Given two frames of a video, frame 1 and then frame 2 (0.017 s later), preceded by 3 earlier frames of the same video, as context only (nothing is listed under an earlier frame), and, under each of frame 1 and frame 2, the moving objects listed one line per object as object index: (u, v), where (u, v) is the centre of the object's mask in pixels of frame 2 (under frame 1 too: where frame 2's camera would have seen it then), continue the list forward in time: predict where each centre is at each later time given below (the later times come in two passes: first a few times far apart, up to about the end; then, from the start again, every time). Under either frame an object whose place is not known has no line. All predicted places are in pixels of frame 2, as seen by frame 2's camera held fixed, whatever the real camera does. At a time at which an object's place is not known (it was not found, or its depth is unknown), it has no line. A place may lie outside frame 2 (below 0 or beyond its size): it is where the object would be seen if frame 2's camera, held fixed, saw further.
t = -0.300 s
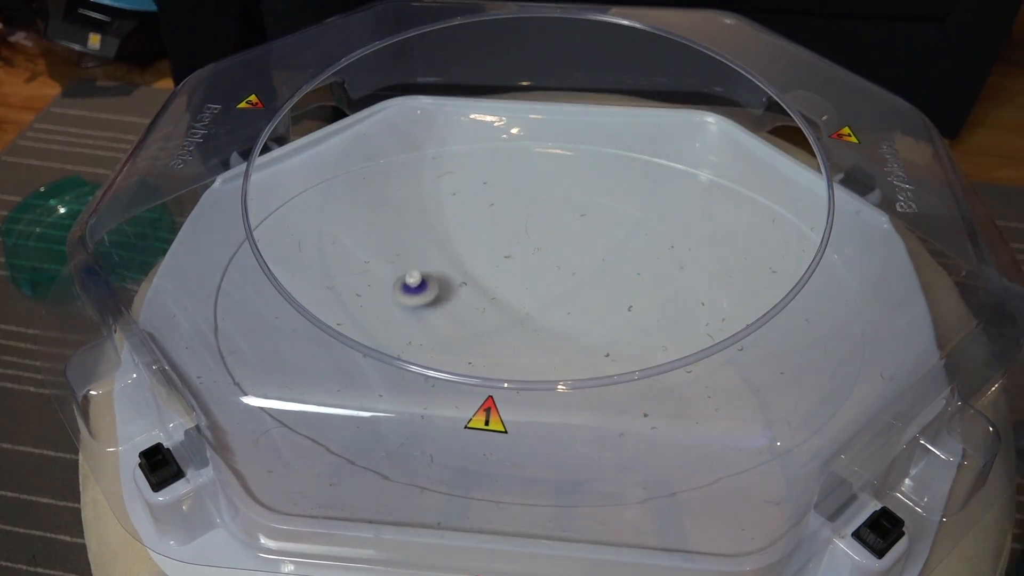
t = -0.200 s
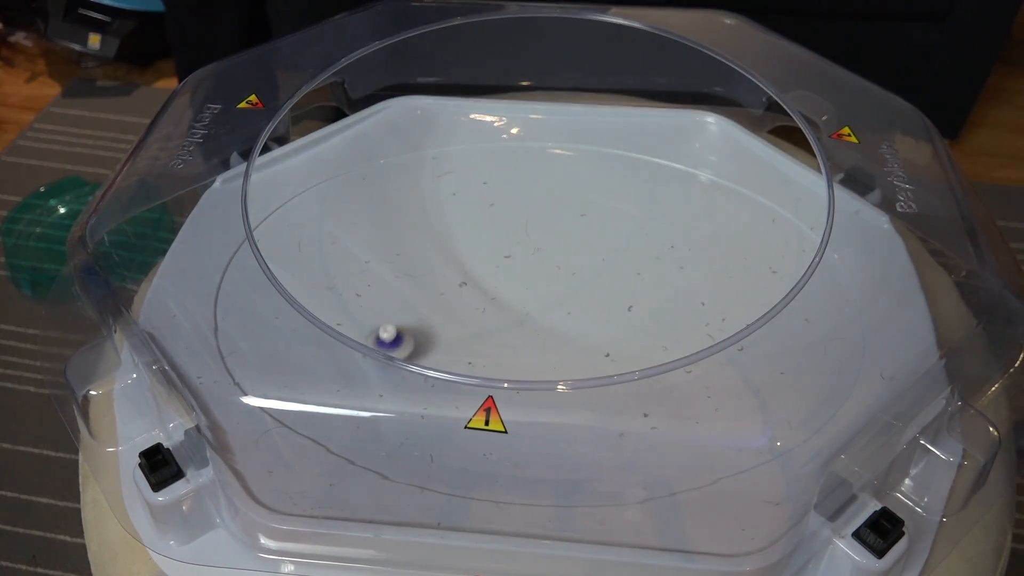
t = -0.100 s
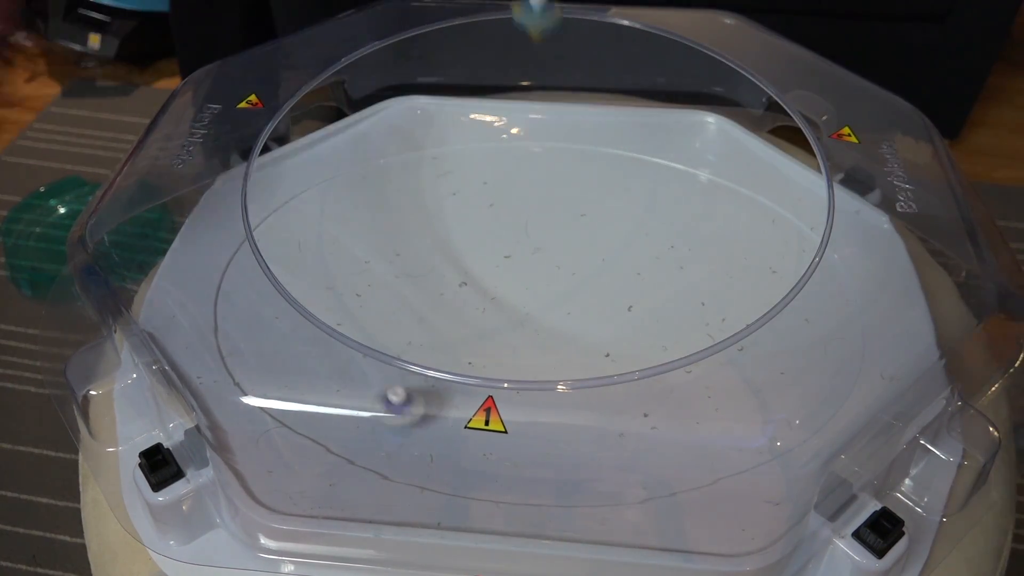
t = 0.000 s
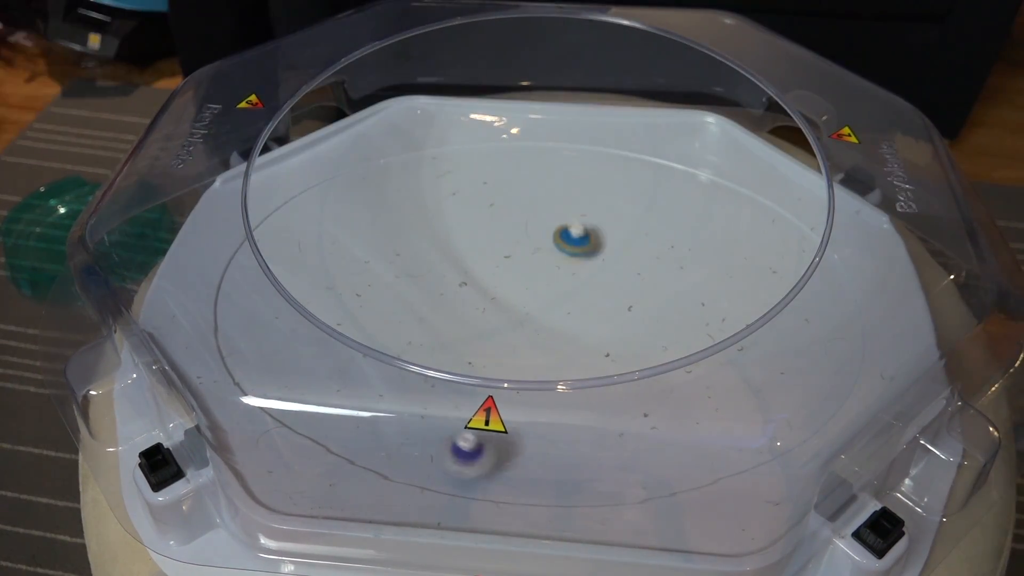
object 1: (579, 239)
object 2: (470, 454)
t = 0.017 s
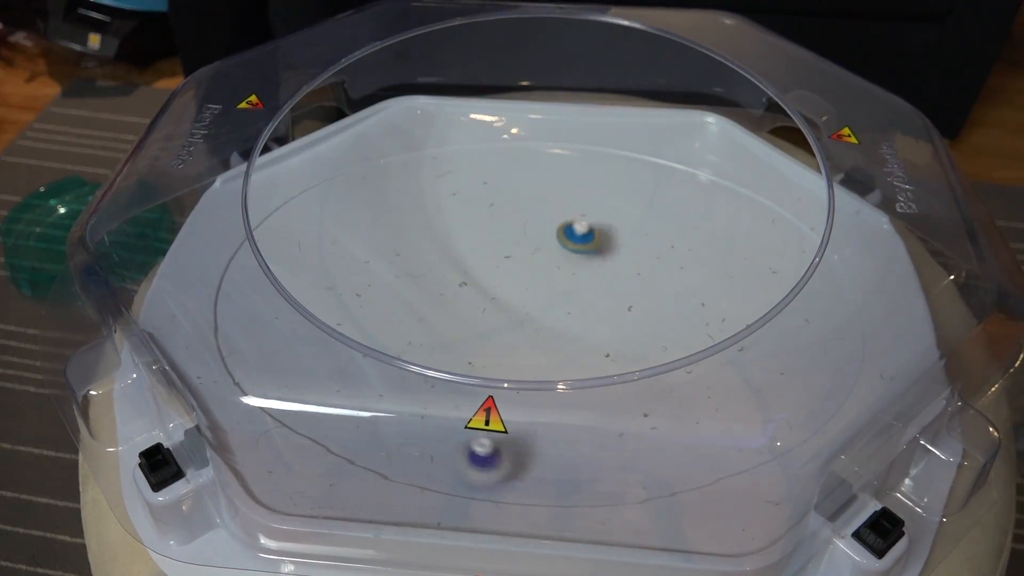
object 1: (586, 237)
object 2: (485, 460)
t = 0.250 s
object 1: (607, 354)
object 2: (690, 393)
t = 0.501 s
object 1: (602, 390)
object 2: (609, 234)
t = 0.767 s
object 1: (614, 281)
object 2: (363, 189)
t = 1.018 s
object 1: (456, 223)
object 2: (221, 294)
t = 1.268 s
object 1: (369, 326)
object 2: (400, 396)
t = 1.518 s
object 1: (567, 371)
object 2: (648, 316)
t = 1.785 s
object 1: (648, 252)
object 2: (608, 179)
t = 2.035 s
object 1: (484, 205)
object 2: (438, 184)
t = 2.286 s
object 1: (608, 359)
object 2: (197, 256)
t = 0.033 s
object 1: (594, 237)
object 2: (502, 464)
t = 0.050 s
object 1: (599, 239)
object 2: (521, 466)
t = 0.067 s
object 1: (589, 241)
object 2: (538, 469)
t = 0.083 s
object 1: (605, 251)
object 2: (556, 469)
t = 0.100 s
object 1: (612, 262)
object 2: (573, 466)
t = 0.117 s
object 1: (613, 277)
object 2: (590, 464)
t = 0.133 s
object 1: (613, 293)
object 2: (609, 457)
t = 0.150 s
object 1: (612, 313)
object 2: (624, 451)
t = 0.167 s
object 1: (609, 337)
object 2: (639, 444)
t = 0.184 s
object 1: (613, 337)
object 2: (652, 436)
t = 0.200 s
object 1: (616, 337)
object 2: (665, 427)
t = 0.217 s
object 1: (607, 340)
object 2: (674, 417)
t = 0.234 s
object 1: (609, 345)
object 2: (684, 405)
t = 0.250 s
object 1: (607, 354)
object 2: (690, 393)
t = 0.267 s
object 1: (605, 361)
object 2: (692, 383)
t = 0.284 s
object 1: (611, 377)
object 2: (700, 375)
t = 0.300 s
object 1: (608, 390)
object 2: (697, 356)
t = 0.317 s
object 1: (607, 386)
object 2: (691, 340)
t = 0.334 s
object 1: (605, 386)
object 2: (693, 331)
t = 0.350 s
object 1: (605, 390)
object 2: (690, 319)
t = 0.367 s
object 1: (607, 400)
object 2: (685, 308)
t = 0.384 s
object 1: (609, 403)
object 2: (679, 297)
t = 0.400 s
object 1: (606, 401)
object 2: (672, 285)
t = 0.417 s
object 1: (607, 401)
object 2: (663, 275)
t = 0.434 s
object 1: (609, 400)
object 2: (654, 266)
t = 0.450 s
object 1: (604, 402)
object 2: (644, 257)
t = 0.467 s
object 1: (605, 399)
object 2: (633, 249)
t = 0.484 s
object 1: (602, 392)
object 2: (621, 242)
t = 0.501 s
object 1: (602, 390)
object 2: (609, 234)
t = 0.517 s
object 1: (601, 387)
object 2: (596, 228)
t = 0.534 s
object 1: (603, 377)
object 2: (582, 222)
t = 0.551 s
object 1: (604, 374)
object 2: (567, 216)
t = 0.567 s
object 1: (604, 364)
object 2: (554, 211)
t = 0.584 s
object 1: (608, 360)
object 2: (538, 206)
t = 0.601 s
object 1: (609, 357)
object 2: (524, 201)
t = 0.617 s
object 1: (610, 353)
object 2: (509, 197)
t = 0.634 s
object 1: (612, 346)
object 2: (493, 194)
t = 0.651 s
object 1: (615, 340)
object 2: (478, 191)
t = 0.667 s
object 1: (617, 333)
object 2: (462, 188)
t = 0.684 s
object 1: (620, 325)
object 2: (444, 187)
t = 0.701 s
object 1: (621, 316)
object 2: (428, 186)
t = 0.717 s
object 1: (621, 308)
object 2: (412, 186)
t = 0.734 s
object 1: (619, 299)
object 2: (395, 186)
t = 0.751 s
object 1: (618, 290)
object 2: (380, 187)
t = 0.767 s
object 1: (614, 281)
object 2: (363, 189)
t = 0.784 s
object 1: (609, 273)
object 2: (347, 192)
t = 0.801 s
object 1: (604, 265)
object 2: (330, 194)
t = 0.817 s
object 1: (597, 258)
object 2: (315, 197)
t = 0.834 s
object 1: (589, 251)
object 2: (302, 200)
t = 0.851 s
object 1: (580, 245)
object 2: (287, 204)
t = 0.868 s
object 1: (570, 240)
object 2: (273, 209)
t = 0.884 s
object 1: (560, 234)
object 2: (264, 215)
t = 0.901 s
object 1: (548, 230)
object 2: (251, 221)
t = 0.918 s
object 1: (536, 227)
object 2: (245, 231)
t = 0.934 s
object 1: (523, 224)
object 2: (234, 243)
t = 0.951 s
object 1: (510, 222)
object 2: (232, 252)
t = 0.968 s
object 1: (496, 221)
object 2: (229, 262)
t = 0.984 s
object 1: (483, 221)
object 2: (224, 273)
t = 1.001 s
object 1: (470, 221)
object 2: (222, 284)
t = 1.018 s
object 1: (456, 223)
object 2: (221, 294)
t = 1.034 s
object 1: (443, 226)
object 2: (221, 304)
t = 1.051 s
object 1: (431, 230)
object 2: (225, 316)
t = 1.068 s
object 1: (420, 234)
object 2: (229, 326)
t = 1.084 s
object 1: (405, 240)
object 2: (236, 336)
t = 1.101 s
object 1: (395, 247)
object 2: (243, 345)
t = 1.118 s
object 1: (386, 253)
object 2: (253, 355)
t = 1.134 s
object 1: (378, 261)
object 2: (265, 363)
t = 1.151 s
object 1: (371, 269)
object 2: (277, 370)
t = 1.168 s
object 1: (366, 277)
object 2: (290, 377)
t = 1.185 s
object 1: (361, 285)
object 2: (307, 381)
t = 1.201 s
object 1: (360, 294)
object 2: (323, 386)
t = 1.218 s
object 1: (359, 302)
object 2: (341, 389)
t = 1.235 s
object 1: (360, 311)
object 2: (359, 392)
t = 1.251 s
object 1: (363, 319)
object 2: (379, 395)
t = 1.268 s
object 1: (369, 326)
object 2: (400, 396)
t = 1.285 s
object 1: (376, 332)
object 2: (420, 399)
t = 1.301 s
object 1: (385, 339)
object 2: (441, 399)
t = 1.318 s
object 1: (393, 344)
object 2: (459, 396)
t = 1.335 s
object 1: (401, 353)
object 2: (483, 396)
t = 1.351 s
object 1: (413, 360)
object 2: (508, 397)
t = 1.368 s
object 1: (425, 366)
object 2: (523, 393)
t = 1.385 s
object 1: (438, 371)
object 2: (541, 385)
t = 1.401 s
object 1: (453, 375)
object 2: (558, 371)
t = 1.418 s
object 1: (468, 377)
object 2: (574, 367)
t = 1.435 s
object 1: (483, 378)
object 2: (591, 362)
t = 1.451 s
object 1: (500, 379)
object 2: (606, 355)
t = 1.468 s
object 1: (518, 379)
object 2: (618, 347)
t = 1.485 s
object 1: (534, 377)
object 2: (629, 337)
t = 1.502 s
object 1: (552, 375)
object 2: (640, 325)
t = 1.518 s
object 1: (567, 371)
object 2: (648, 316)
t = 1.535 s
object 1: (582, 365)
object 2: (655, 305)
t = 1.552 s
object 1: (595, 362)
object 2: (660, 294)
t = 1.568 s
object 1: (608, 358)
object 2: (664, 283)
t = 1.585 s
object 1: (620, 352)
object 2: (666, 273)
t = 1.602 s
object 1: (631, 345)
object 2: (668, 263)
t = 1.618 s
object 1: (640, 336)
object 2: (667, 254)
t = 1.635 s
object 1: (646, 328)
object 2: (665, 244)
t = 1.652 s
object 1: (653, 319)
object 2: (662, 236)
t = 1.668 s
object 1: (658, 309)
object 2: (658, 227)
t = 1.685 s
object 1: (660, 301)
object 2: (654, 219)
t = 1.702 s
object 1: (662, 292)
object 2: (648, 211)
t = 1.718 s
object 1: (662, 283)
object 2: (641, 204)
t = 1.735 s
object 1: (661, 276)
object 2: (633, 197)
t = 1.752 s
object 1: (657, 267)
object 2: (626, 190)
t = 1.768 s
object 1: (653, 259)
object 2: (617, 184)
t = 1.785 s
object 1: (648, 252)
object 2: (608, 179)
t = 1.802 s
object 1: (641, 245)
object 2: (597, 173)
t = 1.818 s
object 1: (634, 238)
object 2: (587, 169)
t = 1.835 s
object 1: (625, 231)
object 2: (576, 166)
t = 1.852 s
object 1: (616, 225)
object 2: (565, 163)
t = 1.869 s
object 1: (605, 220)
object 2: (553, 160)
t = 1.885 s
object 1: (595, 216)
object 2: (541, 159)
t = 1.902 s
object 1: (584, 211)
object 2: (531, 159)
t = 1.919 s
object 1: (572, 208)
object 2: (518, 159)
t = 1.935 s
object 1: (560, 205)
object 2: (506, 160)
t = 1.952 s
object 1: (547, 203)
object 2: (494, 162)
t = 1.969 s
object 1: (535, 202)
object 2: (483, 165)
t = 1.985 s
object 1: (522, 201)
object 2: (472, 168)
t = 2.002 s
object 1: (510, 202)
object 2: (459, 173)
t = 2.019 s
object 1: (497, 203)
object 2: (449, 178)
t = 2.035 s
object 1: (484, 205)
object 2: (438, 184)
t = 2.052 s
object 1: (473, 208)
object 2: (428, 191)
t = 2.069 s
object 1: (471, 217)
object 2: (410, 193)
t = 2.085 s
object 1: (480, 233)
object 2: (381, 191)
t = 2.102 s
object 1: (489, 247)
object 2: (354, 189)
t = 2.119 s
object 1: (497, 261)
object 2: (330, 187)
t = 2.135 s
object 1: (507, 275)
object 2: (306, 187)
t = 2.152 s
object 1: (516, 287)
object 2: (285, 188)
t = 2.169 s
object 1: (526, 299)
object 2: (271, 191)
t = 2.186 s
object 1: (537, 310)
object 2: (263, 197)
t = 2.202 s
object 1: (548, 321)
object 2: (247, 207)
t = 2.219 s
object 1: (559, 331)
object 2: (230, 219)
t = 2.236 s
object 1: (571, 340)
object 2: (226, 232)
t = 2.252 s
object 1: (583, 348)
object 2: (217, 238)
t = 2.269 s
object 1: (594, 355)
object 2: (207, 248)
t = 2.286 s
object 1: (608, 359)
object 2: (197, 256)
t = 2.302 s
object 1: (619, 362)
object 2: (190, 264)
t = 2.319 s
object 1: (633, 372)
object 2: (181, 271)
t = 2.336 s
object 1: (647, 383)
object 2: (172, 278)
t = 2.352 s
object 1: (663, 390)
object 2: (165, 285)
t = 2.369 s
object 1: (675, 392)
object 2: (158, 293)
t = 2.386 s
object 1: (690, 395)
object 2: (152, 301)
